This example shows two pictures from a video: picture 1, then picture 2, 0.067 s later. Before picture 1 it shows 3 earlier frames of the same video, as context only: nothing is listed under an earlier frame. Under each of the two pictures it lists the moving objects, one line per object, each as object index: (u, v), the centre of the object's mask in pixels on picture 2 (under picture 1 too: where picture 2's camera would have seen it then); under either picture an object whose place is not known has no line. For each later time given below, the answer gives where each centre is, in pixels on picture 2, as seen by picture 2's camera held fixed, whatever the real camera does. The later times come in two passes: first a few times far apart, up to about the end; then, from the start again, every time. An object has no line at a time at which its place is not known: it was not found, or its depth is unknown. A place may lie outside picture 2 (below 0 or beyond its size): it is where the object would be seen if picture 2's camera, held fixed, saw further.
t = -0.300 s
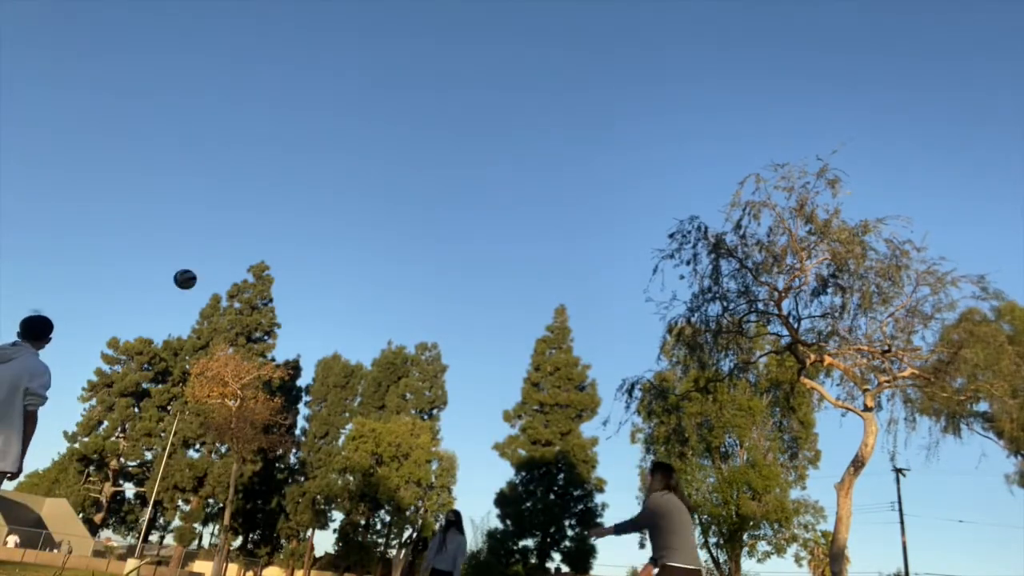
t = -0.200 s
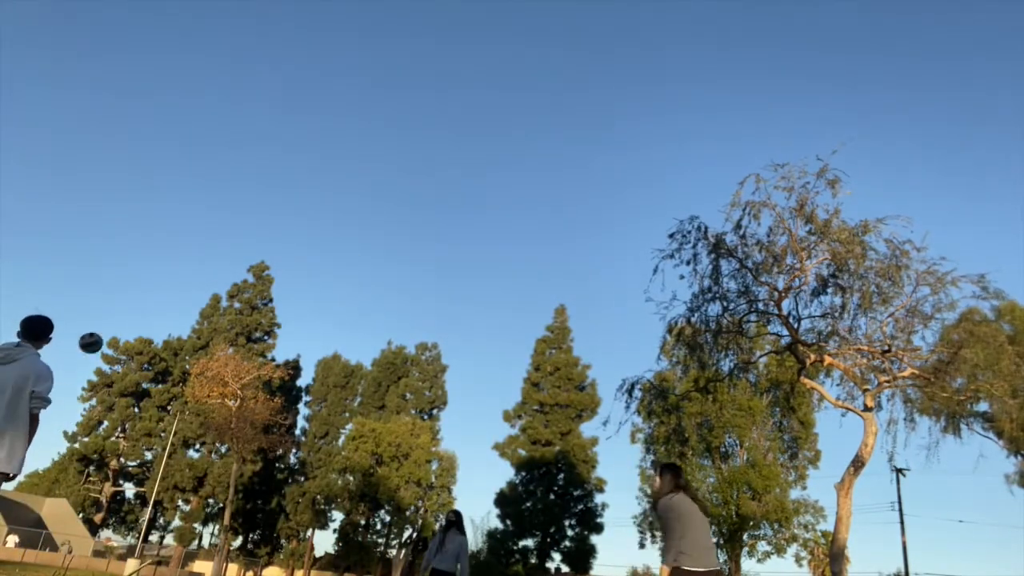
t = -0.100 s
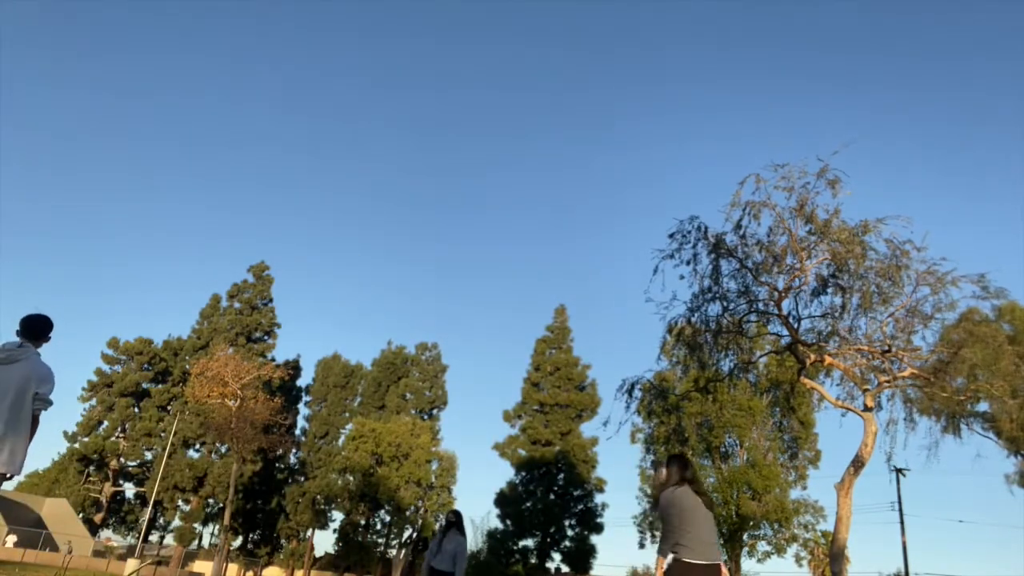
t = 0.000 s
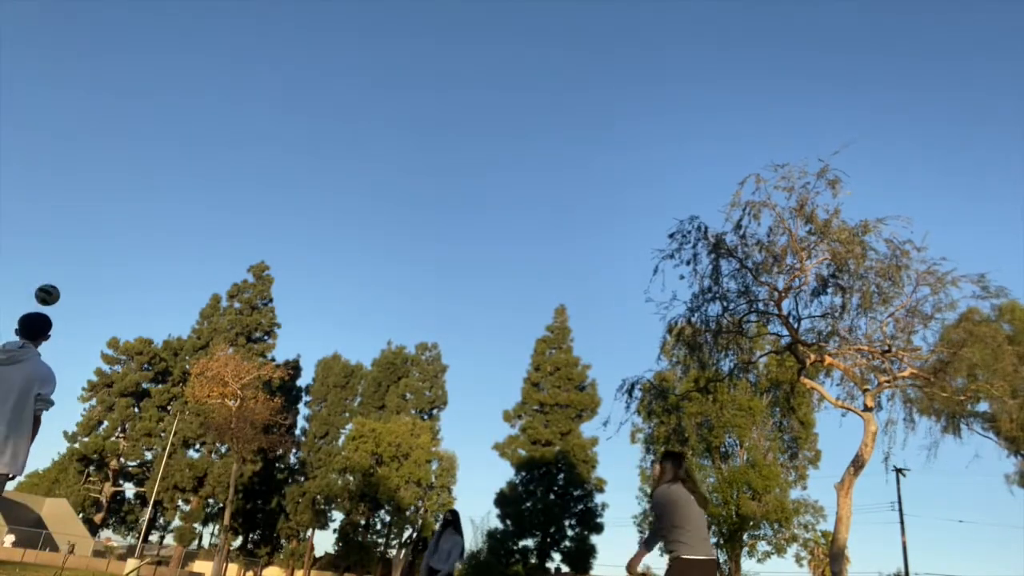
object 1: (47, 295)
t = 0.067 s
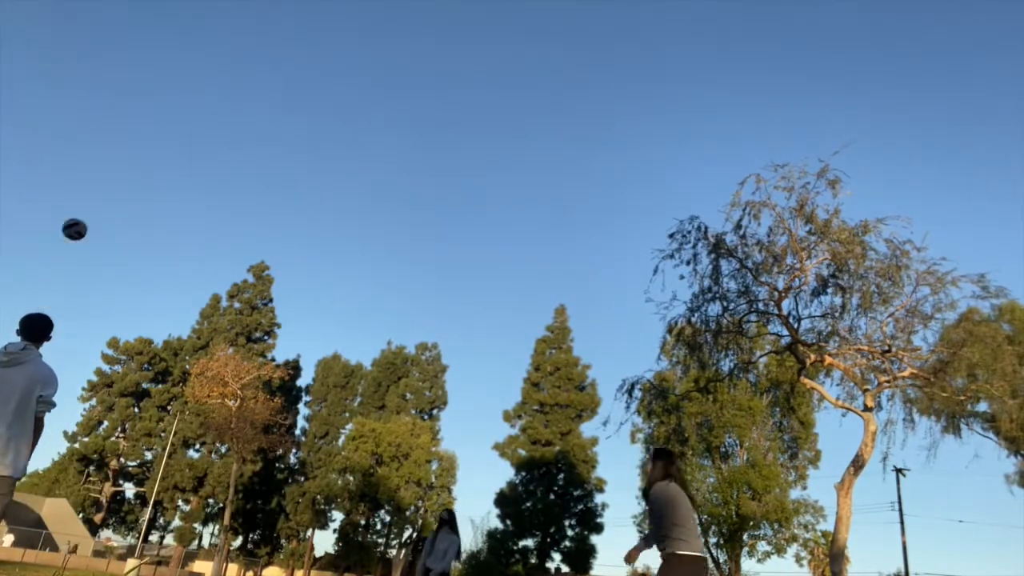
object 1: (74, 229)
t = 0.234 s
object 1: (114, 138)
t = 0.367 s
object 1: (121, 135)
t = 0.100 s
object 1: (85, 203)
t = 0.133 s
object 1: (95, 181)
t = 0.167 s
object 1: (103, 163)
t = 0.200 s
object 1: (110, 148)
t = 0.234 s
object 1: (114, 138)
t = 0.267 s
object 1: (118, 131)
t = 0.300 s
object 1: (121, 128)
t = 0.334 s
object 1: (122, 129)
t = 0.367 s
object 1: (121, 135)
